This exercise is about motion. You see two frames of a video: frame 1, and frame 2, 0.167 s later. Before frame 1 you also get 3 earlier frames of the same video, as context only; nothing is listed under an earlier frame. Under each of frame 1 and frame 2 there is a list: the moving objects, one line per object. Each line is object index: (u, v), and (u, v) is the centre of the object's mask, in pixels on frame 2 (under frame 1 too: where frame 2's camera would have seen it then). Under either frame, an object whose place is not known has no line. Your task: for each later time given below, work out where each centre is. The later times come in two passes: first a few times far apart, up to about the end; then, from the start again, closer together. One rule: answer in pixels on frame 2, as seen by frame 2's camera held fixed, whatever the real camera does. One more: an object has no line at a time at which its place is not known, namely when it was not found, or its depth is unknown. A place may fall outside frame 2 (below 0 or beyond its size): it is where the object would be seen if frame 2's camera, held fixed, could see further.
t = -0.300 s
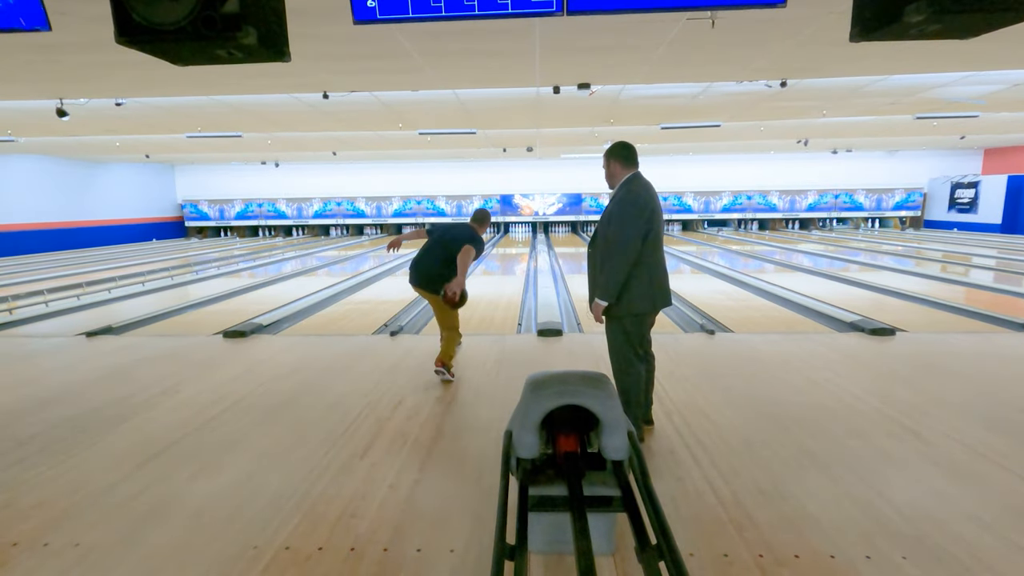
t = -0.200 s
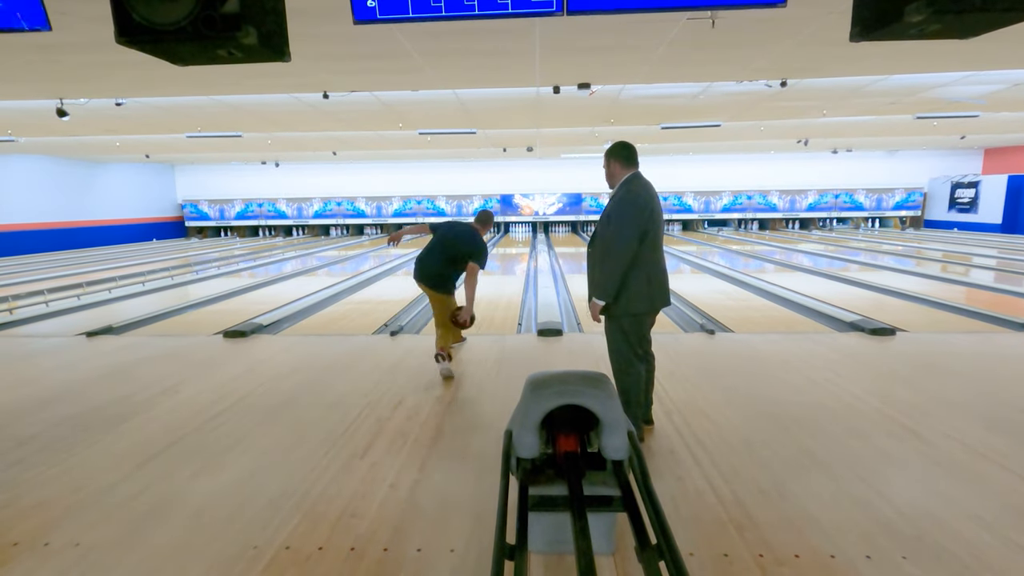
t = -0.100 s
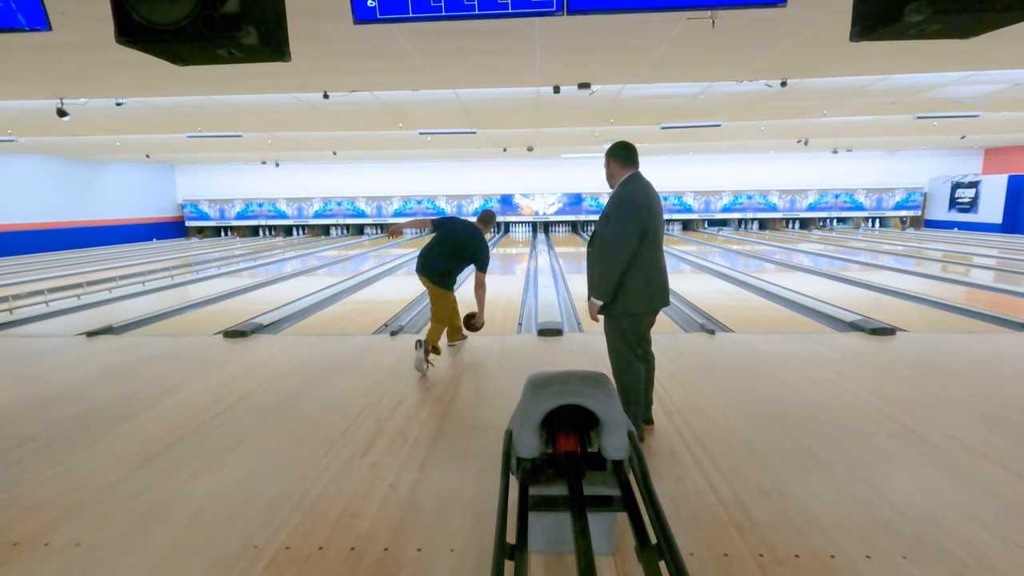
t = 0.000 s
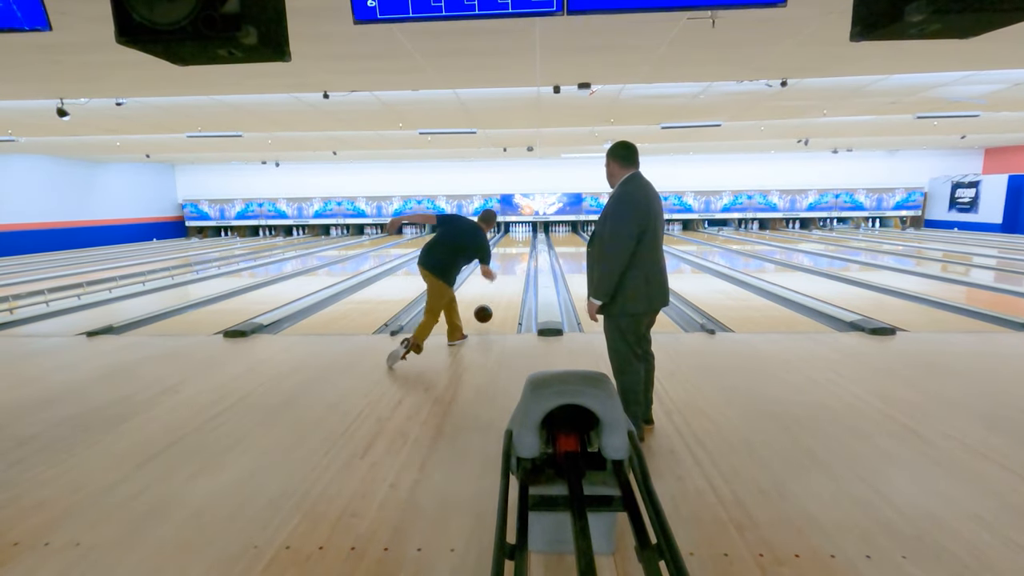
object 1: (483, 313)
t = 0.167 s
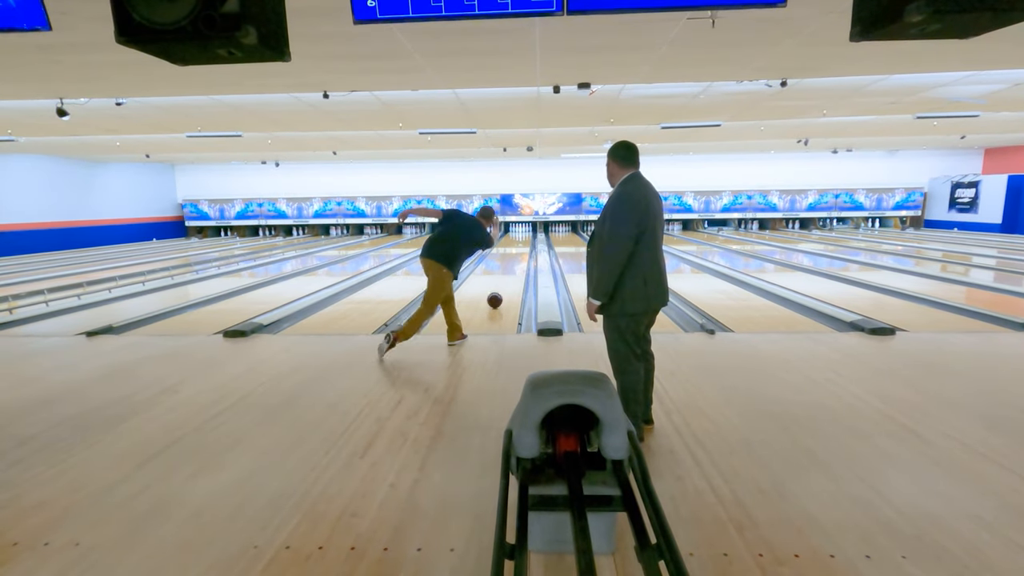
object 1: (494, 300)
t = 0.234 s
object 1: (498, 294)
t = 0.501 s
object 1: (509, 276)
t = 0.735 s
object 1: (515, 265)
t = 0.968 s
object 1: (519, 257)
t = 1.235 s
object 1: (522, 250)
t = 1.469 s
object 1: (524, 245)
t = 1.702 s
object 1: (525, 241)
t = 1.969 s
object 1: (525, 238)
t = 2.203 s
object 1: (525, 235)
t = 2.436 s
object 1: (524, 233)
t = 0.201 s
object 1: (496, 297)
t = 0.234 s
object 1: (498, 294)
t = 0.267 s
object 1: (500, 291)
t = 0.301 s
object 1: (501, 288)
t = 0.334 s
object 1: (502, 286)
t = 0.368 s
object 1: (504, 284)
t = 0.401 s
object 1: (505, 282)
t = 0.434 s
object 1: (506, 279)
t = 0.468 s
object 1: (508, 277)
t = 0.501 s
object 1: (509, 276)
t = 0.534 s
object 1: (510, 274)
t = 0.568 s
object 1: (511, 272)
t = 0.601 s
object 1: (512, 271)
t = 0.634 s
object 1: (512, 269)
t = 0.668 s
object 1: (513, 268)
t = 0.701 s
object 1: (514, 266)
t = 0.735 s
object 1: (515, 265)
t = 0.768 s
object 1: (515, 263)
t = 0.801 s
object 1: (516, 262)
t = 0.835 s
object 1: (517, 261)
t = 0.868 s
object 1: (517, 260)
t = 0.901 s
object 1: (518, 259)
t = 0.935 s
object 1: (519, 258)
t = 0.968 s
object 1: (519, 257)
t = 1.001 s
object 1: (520, 256)
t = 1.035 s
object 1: (520, 255)
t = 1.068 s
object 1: (520, 254)
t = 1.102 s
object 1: (521, 253)
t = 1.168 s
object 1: (522, 251)
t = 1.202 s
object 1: (522, 250)
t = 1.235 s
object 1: (522, 250)
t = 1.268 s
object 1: (523, 249)
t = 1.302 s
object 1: (523, 248)
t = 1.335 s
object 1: (523, 247)
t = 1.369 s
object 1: (524, 247)
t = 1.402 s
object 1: (524, 246)
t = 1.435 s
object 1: (524, 245)
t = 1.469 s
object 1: (524, 245)
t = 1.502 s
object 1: (525, 244)
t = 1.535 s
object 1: (525, 244)
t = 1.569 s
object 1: (525, 243)
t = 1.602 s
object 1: (525, 243)
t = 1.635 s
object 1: (525, 242)
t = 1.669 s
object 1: (525, 241)
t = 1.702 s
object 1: (525, 241)
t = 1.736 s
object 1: (525, 240)
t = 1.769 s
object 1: (525, 240)
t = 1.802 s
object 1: (525, 239)
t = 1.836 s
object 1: (525, 239)
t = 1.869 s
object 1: (526, 239)
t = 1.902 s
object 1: (525, 238)
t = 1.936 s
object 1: (526, 238)
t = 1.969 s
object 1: (525, 238)
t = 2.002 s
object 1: (526, 237)
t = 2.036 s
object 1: (526, 237)
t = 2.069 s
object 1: (526, 236)
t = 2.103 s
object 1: (525, 236)
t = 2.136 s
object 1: (525, 236)
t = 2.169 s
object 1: (525, 235)
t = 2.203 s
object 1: (525, 235)
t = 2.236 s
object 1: (525, 235)
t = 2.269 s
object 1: (525, 234)
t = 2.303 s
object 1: (525, 234)
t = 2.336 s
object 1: (524, 234)
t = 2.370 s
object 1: (524, 233)
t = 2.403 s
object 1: (524, 233)
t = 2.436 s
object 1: (524, 233)
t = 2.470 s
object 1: (524, 232)
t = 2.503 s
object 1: (524, 233)
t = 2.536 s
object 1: (523, 232)
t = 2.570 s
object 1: (523, 231)
